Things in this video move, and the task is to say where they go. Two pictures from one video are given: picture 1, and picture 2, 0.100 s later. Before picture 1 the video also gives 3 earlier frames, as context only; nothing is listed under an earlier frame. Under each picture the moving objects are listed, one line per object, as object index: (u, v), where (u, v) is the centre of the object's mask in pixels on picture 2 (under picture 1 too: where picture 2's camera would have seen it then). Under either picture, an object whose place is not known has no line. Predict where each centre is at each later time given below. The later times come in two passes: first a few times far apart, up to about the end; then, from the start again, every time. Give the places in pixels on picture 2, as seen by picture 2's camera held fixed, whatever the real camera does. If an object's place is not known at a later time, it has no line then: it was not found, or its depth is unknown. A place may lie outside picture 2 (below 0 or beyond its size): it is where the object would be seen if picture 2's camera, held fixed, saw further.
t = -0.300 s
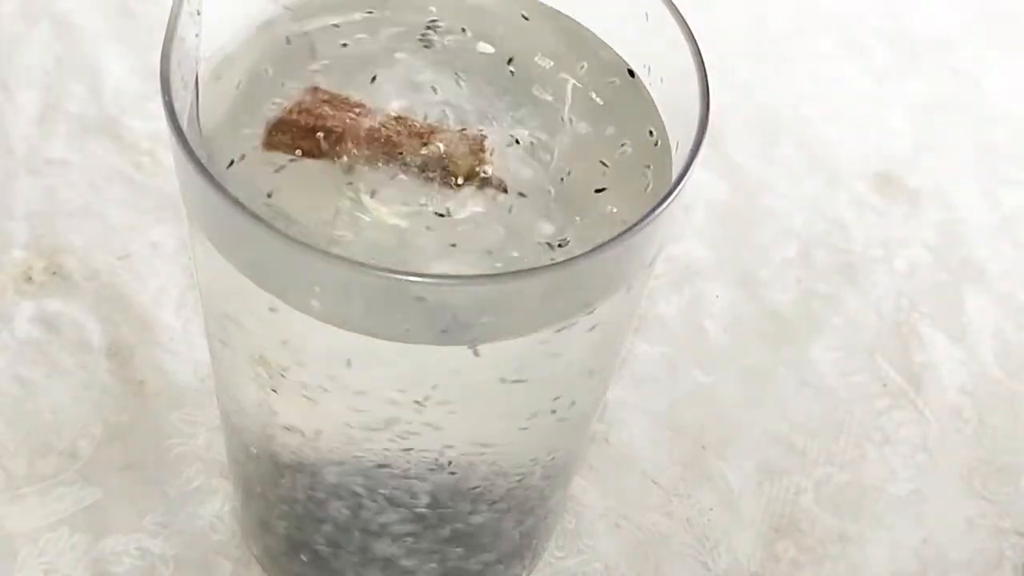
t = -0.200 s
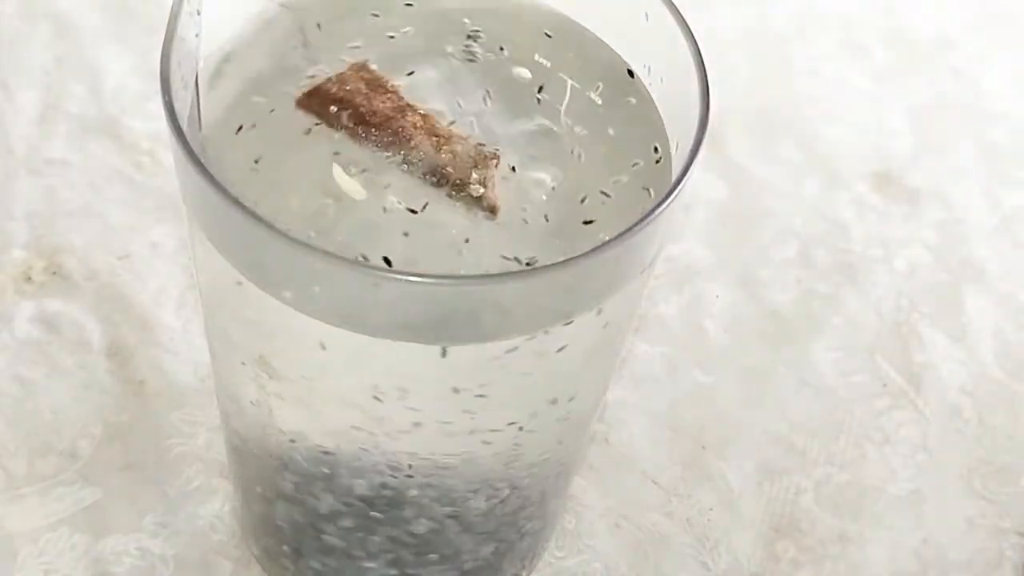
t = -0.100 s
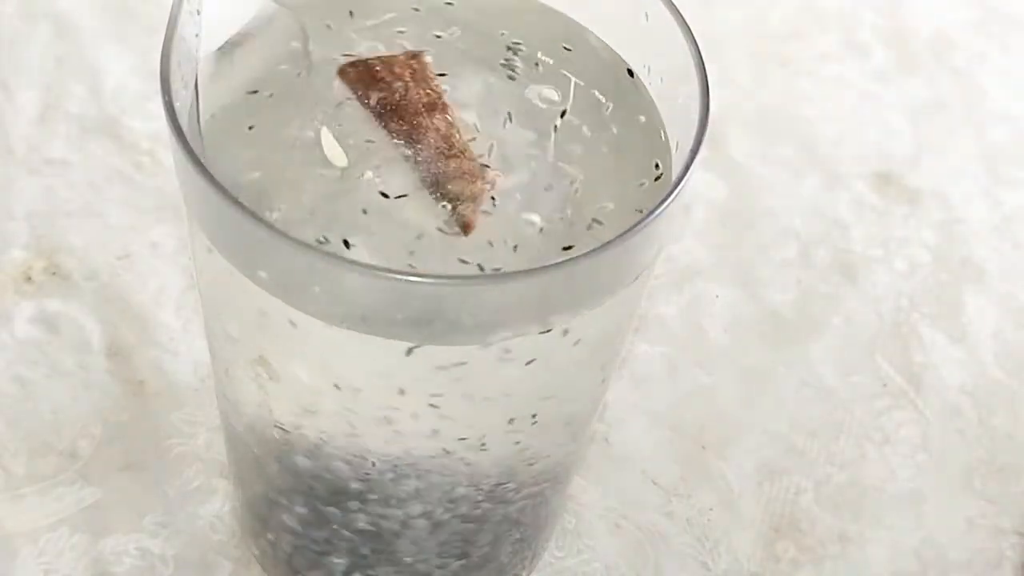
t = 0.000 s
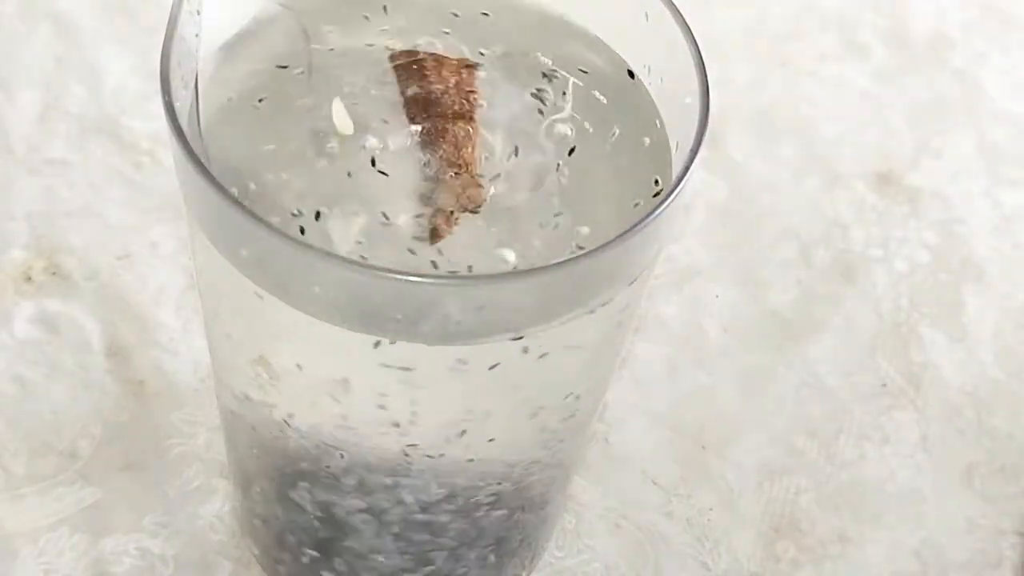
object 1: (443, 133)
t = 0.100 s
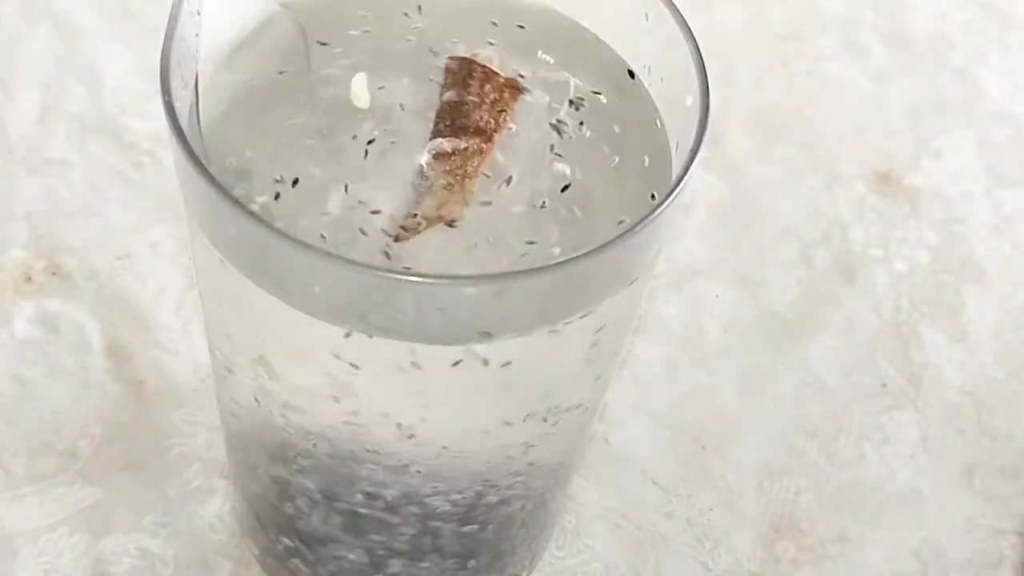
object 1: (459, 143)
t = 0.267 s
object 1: (474, 163)
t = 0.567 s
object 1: (456, 200)
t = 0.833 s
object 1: (412, 197)
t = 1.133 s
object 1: (398, 174)
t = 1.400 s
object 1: (414, 160)
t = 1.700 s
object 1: (435, 153)
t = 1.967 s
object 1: (450, 162)
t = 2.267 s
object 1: (444, 178)
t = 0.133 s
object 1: (464, 147)
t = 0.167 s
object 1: (468, 149)
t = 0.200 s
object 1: (470, 153)
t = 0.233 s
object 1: (474, 157)
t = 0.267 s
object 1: (474, 163)
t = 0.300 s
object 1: (474, 169)
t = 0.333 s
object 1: (473, 173)
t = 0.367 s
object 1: (473, 178)
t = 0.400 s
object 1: (473, 182)
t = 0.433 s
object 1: (469, 186)
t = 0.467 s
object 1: (467, 190)
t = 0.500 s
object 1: (463, 194)
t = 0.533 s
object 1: (462, 198)
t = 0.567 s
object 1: (456, 200)
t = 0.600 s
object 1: (451, 203)
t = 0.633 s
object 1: (443, 203)
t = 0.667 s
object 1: (438, 204)
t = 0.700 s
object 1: (432, 205)
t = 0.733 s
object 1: (426, 202)
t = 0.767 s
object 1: (421, 199)
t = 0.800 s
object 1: (417, 198)
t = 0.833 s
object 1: (412, 197)
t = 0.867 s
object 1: (409, 194)
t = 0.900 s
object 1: (406, 192)
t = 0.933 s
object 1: (404, 189)
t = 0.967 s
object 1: (402, 187)
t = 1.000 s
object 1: (399, 186)
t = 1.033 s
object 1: (396, 184)
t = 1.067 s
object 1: (395, 181)
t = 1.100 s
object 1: (398, 178)
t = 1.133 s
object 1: (398, 174)
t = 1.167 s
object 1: (398, 172)
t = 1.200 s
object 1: (400, 170)
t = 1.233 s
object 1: (402, 167)
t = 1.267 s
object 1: (404, 165)
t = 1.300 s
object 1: (405, 163)
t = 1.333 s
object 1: (408, 162)
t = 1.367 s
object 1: (411, 161)
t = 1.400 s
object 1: (414, 160)
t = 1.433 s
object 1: (417, 159)
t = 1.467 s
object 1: (419, 158)
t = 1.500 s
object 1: (421, 157)
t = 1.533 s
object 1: (423, 156)
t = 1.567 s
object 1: (425, 156)
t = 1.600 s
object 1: (427, 154)
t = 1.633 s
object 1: (429, 154)
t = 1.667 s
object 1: (432, 154)
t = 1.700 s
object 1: (435, 153)
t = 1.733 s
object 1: (438, 154)
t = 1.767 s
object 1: (440, 155)
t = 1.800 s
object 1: (442, 156)
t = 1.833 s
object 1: (445, 156)
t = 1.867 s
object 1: (447, 157)
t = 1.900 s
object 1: (448, 158)
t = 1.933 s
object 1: (449, 159)
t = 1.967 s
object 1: (450, 162)
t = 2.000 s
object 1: (451, 164)
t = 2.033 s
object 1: (452, 166)
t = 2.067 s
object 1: (452, 168)
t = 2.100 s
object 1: (452, 170)
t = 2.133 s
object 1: (451, 172)
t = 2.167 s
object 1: (450, 174)
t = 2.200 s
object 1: (449, 176)
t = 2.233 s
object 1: (446, 176)
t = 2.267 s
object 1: (444, 178)
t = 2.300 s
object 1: (441, 180)
